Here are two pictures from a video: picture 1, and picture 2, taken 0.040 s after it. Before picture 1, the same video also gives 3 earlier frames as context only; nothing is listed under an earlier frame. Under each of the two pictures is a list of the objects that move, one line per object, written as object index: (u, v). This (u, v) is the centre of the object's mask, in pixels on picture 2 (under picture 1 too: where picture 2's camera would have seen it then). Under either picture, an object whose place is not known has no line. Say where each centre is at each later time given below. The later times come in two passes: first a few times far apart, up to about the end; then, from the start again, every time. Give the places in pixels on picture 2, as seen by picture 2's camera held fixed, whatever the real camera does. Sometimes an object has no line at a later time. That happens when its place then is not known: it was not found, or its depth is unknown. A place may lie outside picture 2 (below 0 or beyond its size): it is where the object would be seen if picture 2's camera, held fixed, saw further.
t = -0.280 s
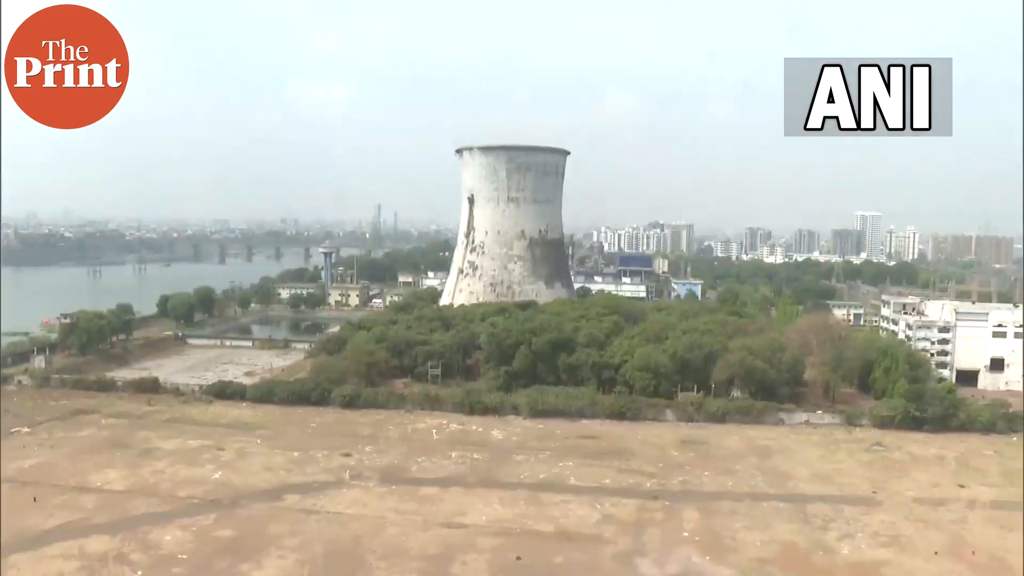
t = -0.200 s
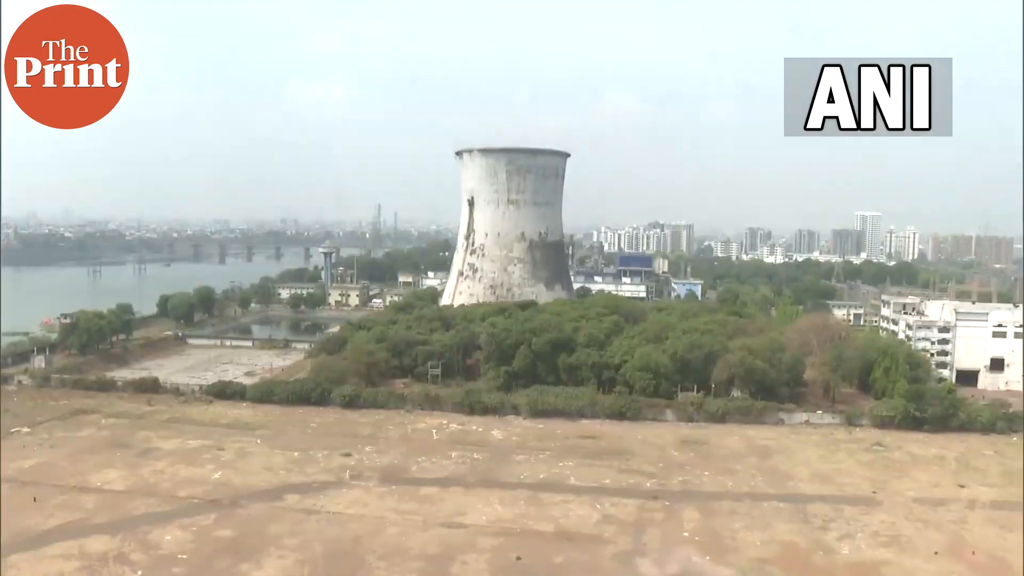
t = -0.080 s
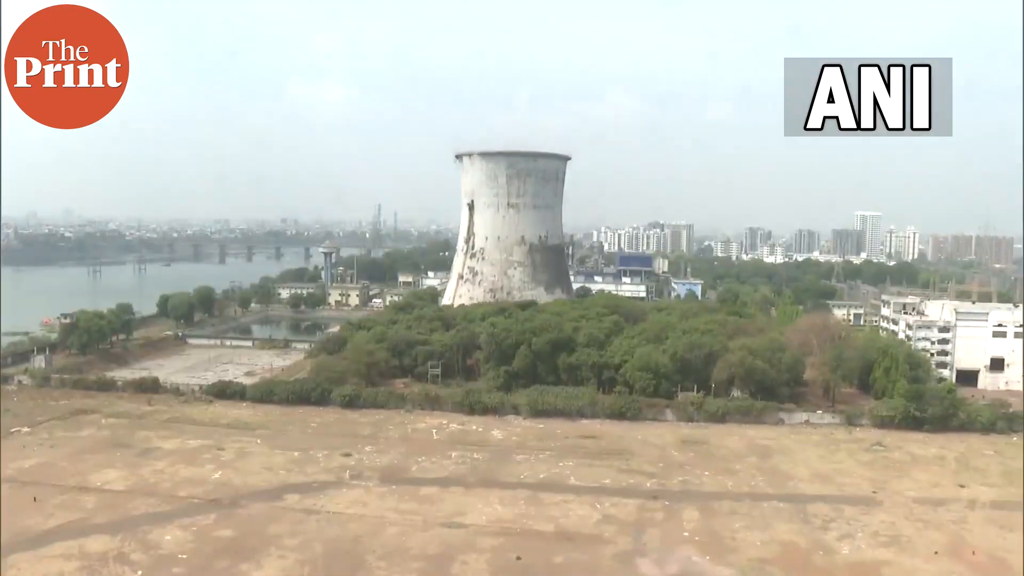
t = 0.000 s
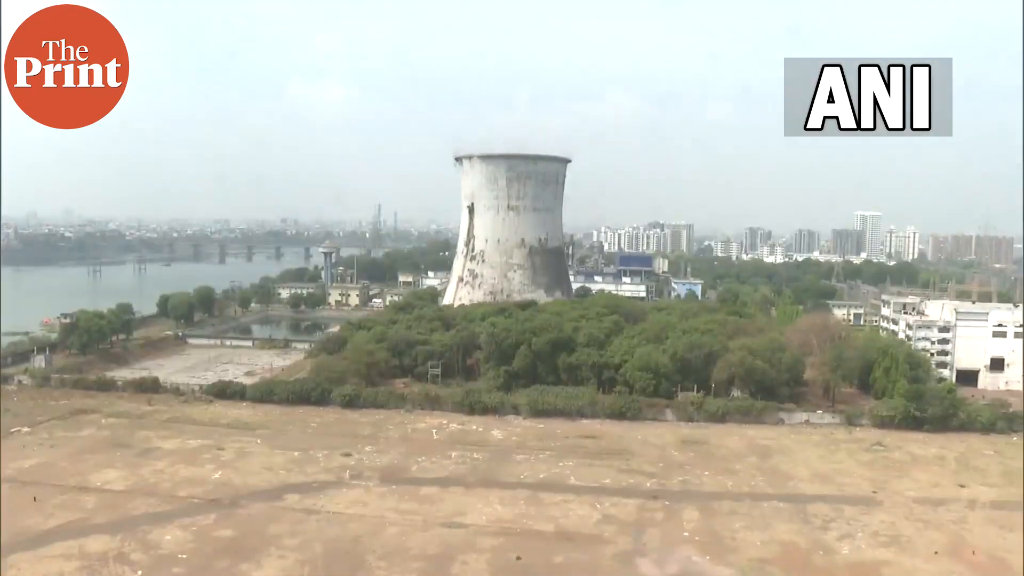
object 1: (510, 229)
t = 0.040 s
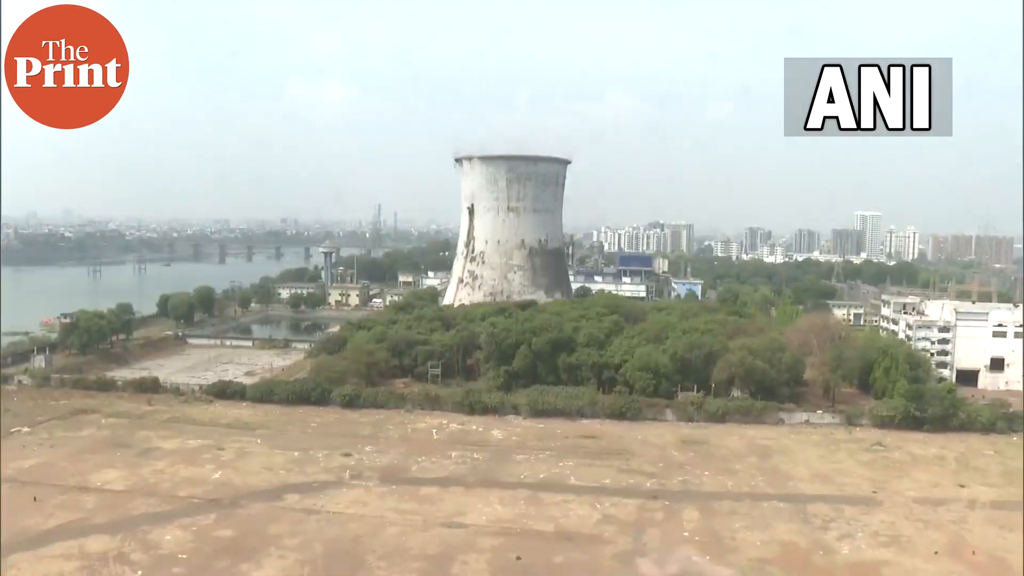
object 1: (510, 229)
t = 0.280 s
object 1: (510, 232)
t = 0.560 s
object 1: (509, 236)
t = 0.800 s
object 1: (509, 241)
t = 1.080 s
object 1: (509, 247)
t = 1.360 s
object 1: (508, 252)
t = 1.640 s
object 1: (510, 260)
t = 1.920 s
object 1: (507, 261)
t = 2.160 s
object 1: (509, 265)
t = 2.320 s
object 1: (511, 272)
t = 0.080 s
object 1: (510, 229)
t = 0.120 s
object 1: (510, 230)
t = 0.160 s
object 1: (510, 230)
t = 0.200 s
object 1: (510, 231)
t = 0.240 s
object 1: (510, 231)
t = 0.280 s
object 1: (510, 232)
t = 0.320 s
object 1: (510, 233)
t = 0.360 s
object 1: (510, 233)
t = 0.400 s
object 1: (510, 233)
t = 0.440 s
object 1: (510, 234)
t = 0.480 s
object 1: (510, 234)
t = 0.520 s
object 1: (510, 235)
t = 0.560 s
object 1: (509, 236)
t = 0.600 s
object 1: (509, 236)
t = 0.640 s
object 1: (510, 238)
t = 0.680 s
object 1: (509, 239)
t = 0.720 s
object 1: (509, 240)
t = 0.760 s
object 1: (509, 241)
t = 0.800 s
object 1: (509, 241)
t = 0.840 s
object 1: (509, 242)
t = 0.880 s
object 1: (509, 243)
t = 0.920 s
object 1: (509, 244)
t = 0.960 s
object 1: (509, 245)
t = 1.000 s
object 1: (509, 245)
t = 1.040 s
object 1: (509, 246)
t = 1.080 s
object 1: (509, 247)
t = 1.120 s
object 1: (508, 248)
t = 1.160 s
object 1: (508, 248)
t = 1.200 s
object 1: (508, 249)
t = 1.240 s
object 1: (508, 249)
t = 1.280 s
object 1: (508, 250)
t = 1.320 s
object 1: (508, 251)
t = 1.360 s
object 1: (508, 252)
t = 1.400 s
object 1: (510, 255)
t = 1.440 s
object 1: (510, 256)
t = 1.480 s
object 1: (510, 257)
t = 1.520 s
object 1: (510, 258)
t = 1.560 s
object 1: (510, 259)
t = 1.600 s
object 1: (510, 260)
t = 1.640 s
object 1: (510, 260)
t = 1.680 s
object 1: (510, 261)
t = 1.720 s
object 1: (510, 262)
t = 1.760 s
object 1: (510, 263)
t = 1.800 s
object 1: (510, 264)
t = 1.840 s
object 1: (510, 265)
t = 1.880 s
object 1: (510, 265)
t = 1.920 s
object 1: (507, 261)
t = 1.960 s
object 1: (508, 263)
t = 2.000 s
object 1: (508, 263)
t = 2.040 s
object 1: (509, 265)
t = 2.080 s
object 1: (509, 265)
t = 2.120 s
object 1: (509, 265)
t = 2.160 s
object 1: (509, 265)
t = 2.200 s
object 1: (509, 266)
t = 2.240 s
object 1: (509, 268)
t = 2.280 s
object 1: (511, 271)
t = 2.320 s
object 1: (511, 272)
